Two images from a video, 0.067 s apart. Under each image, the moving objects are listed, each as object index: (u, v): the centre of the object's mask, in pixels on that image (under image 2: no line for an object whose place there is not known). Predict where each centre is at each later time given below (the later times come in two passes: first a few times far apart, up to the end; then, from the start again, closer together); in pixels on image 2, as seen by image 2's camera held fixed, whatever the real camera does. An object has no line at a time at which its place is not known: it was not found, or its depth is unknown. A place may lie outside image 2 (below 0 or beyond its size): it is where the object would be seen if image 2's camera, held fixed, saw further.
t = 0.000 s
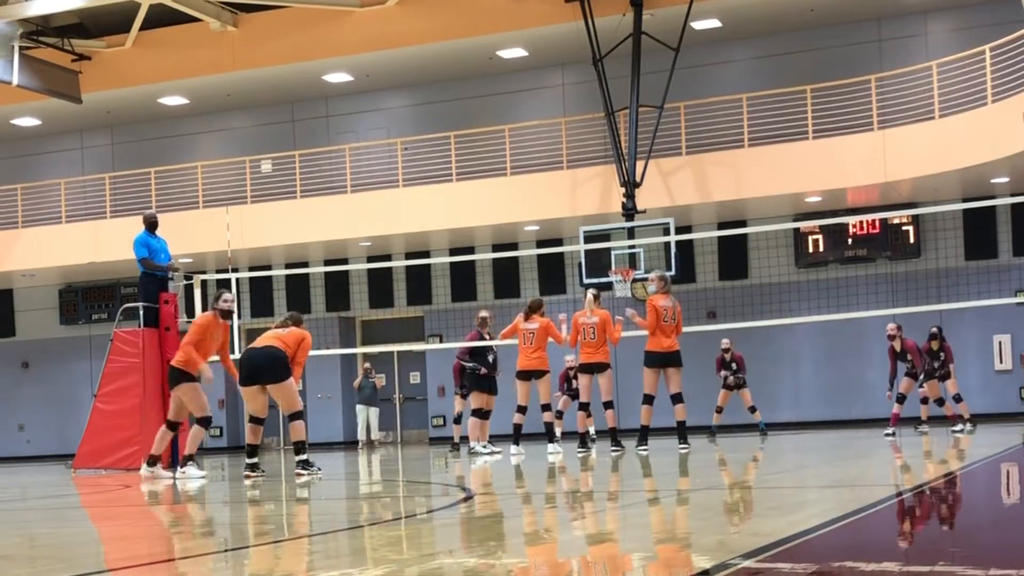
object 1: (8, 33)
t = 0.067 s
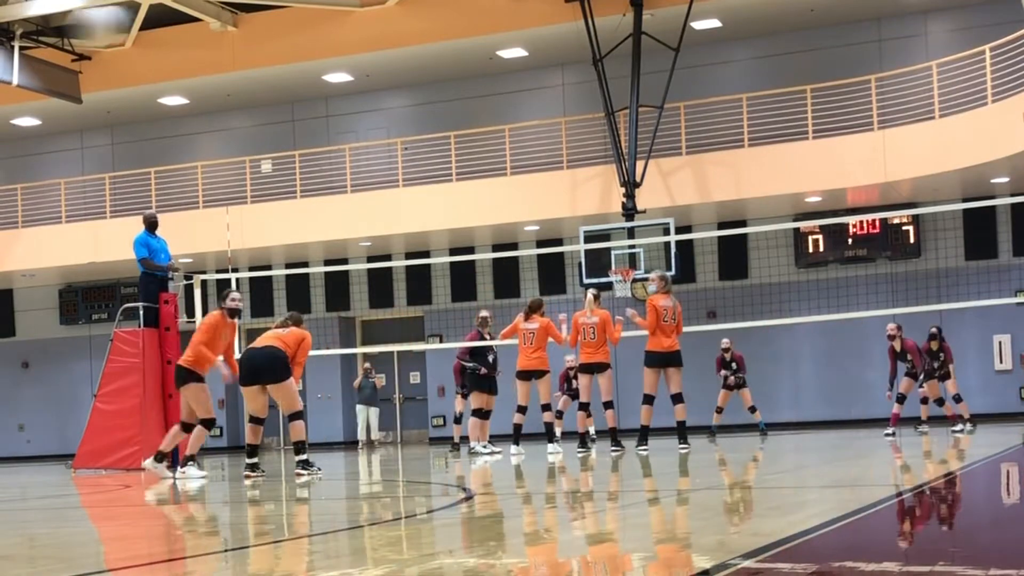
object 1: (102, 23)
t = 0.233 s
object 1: (306, 16)
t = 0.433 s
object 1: (472, 49)
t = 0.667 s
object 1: (598, 125)
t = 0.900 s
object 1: (684, 219)
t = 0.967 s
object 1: (703, 250)
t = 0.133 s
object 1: (195, 16)
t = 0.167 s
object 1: (235, 15)
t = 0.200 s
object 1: (272, 15)
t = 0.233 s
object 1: (306, 16)
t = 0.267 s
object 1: (339, 17)
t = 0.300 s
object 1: (369, 22)
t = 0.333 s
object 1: (398, 27)
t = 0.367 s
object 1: (423, 33)
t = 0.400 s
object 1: (449, 41)
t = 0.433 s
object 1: (472, 49)
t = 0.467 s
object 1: (492, 59)
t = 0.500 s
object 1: (515, 69)
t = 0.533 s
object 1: (533, 79)
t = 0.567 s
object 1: (551, 90)
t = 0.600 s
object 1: (567, 101)
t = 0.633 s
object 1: (583, 113)
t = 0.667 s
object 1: (598, 125)
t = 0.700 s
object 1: (612, 137)
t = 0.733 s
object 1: (625, 150)
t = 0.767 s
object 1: (637, 163)
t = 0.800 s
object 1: (652, 174)
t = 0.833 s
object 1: (662, 187)
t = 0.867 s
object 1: (674, 205)
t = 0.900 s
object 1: (684, 219)
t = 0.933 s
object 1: (693, 234)
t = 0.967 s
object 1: (703, 250)
